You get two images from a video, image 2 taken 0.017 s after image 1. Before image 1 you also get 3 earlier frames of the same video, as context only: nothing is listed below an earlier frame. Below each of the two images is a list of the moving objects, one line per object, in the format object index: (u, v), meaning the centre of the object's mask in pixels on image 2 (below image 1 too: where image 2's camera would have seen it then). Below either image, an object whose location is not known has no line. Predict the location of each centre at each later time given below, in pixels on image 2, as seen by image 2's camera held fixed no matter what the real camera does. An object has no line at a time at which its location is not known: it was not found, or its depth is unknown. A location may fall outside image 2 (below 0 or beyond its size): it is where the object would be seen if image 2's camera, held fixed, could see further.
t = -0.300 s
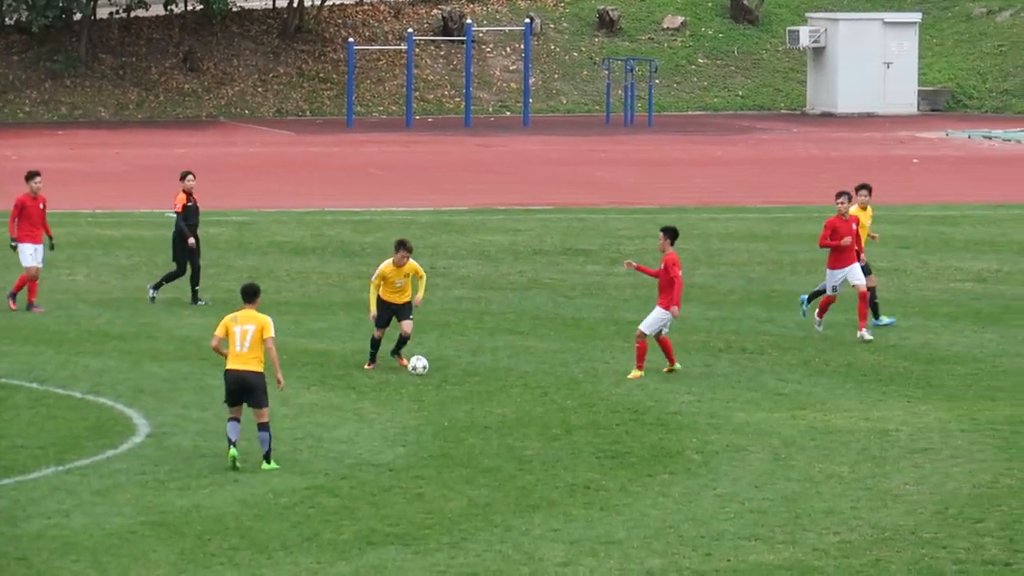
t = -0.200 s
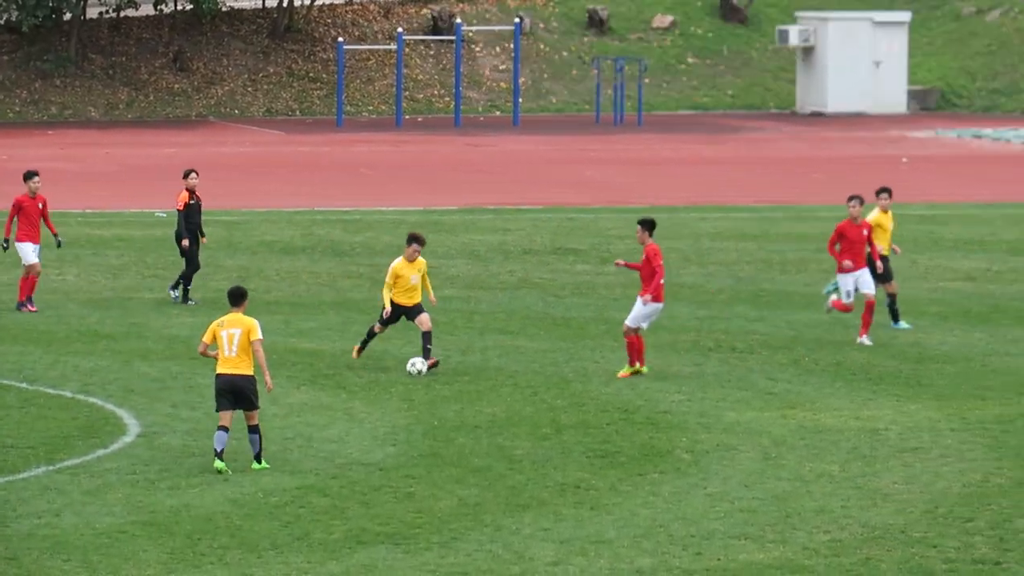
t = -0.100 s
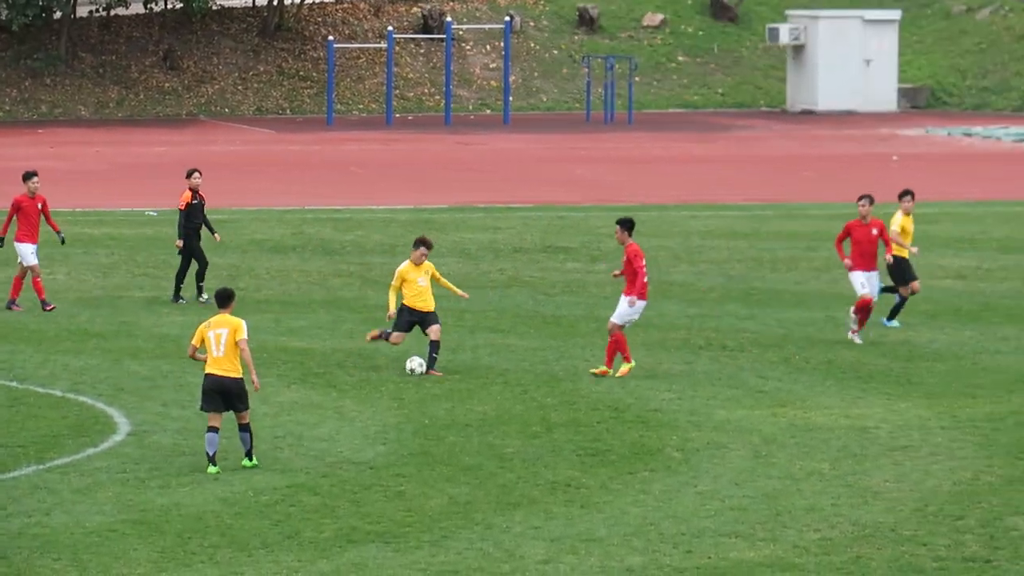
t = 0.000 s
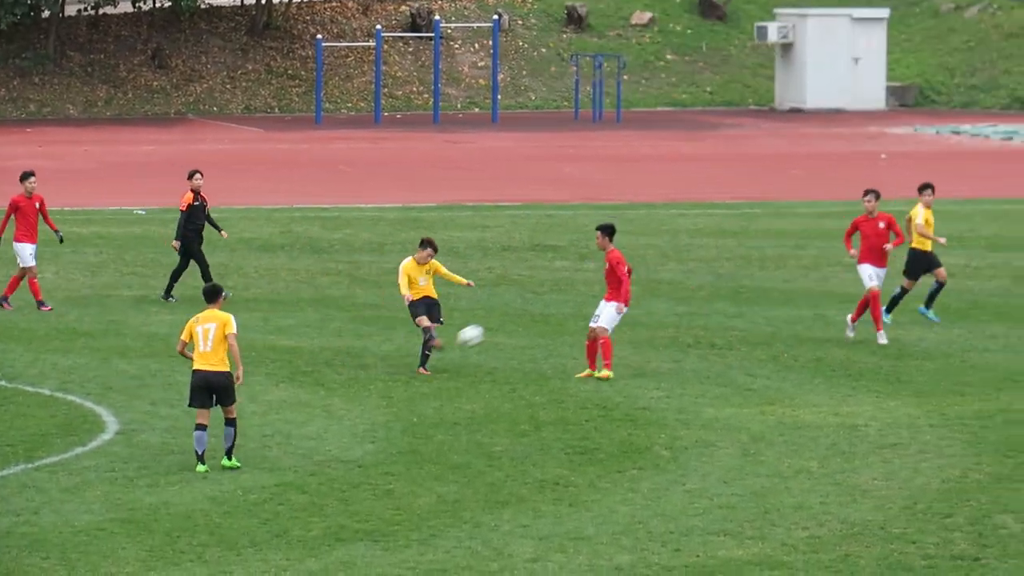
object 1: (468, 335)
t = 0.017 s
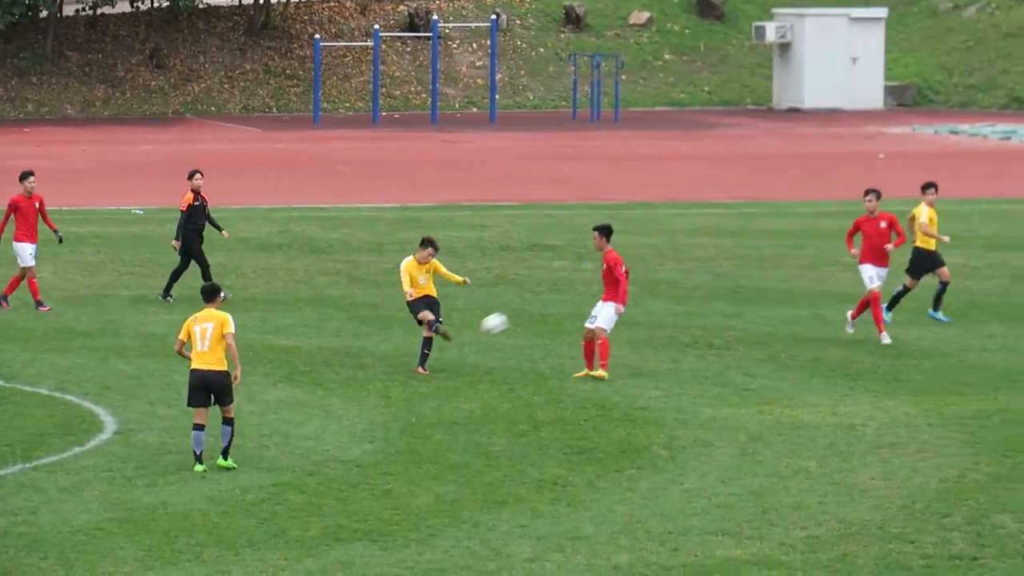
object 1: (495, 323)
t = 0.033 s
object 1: (520, 312)
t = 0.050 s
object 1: (544, 301)
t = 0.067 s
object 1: (571, 289)
